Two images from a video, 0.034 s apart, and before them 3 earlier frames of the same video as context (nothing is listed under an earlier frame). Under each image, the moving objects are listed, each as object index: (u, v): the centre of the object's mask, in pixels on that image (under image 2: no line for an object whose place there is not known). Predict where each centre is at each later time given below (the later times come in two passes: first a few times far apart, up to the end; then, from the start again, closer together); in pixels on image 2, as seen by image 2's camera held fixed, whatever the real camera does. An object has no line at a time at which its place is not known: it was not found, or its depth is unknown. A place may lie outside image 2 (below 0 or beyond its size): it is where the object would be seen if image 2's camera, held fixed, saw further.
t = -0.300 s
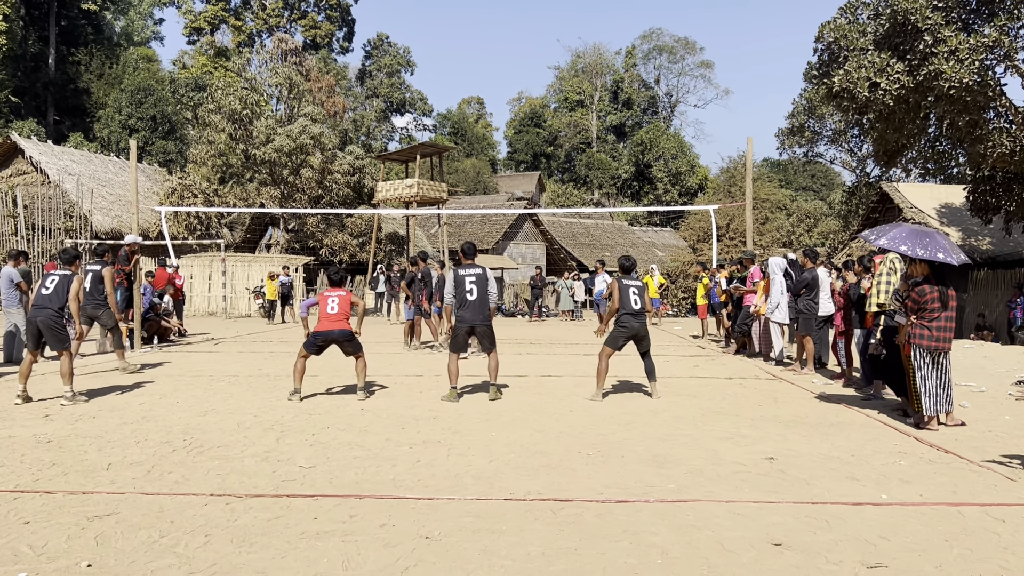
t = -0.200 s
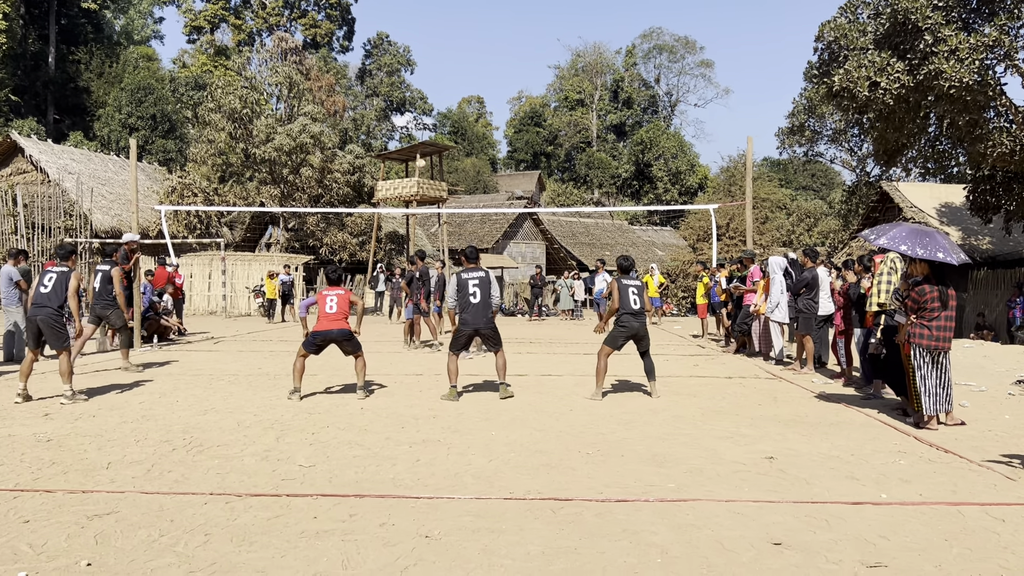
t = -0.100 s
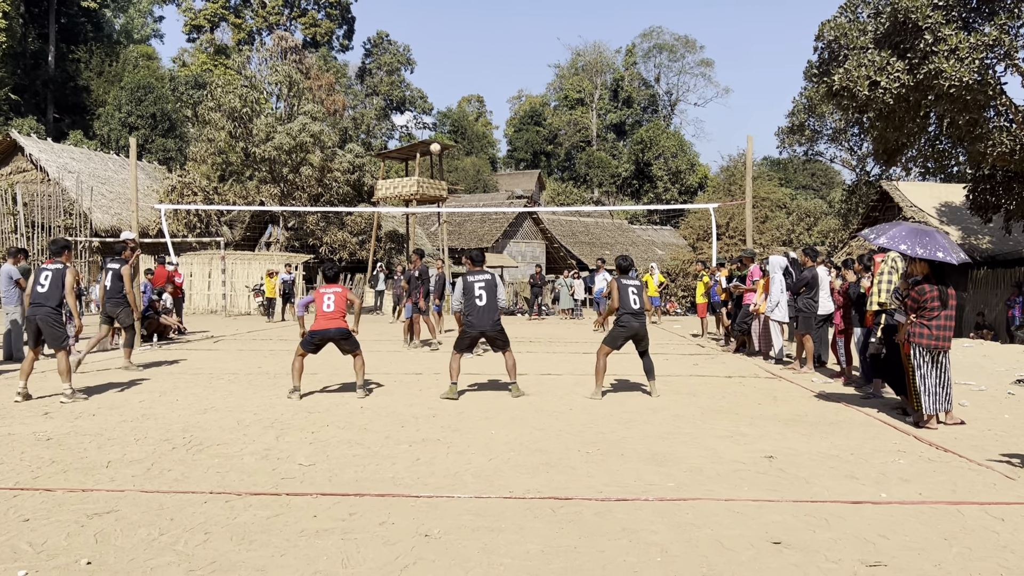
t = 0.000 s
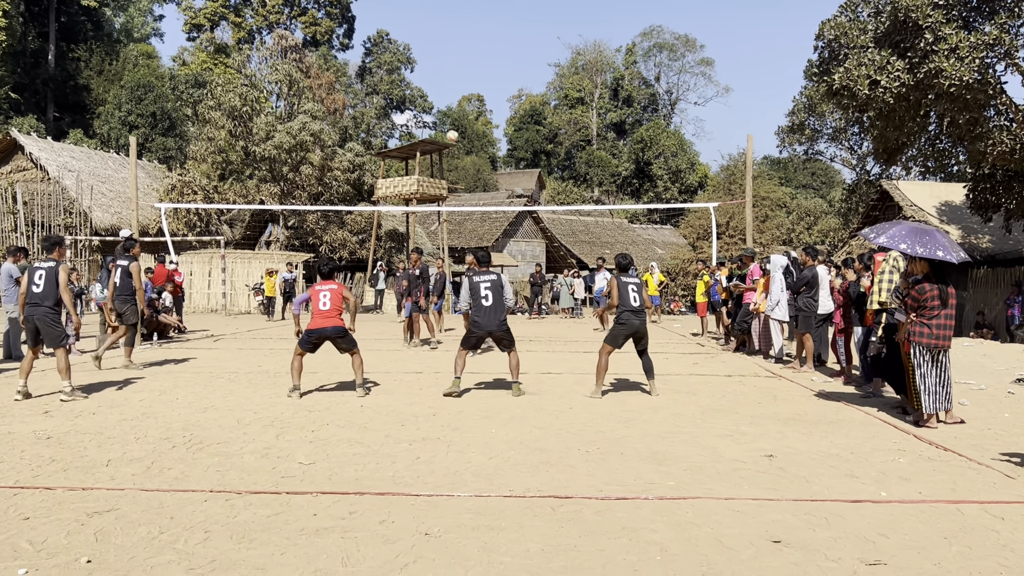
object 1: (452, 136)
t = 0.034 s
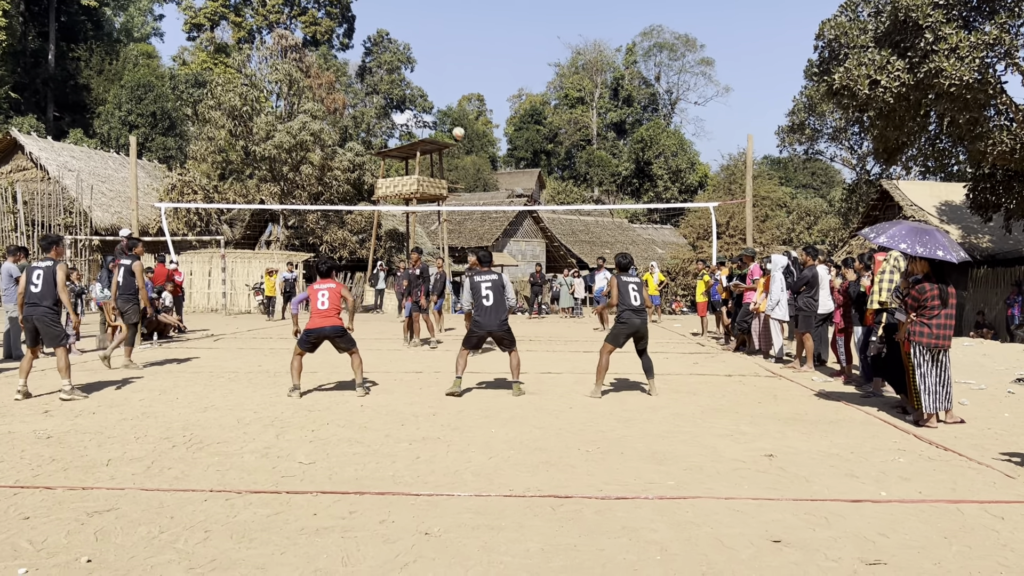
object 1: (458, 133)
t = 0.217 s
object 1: (495, 126)
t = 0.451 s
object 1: (568, 153)
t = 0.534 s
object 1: (604, 177)
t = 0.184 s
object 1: (488, 125)
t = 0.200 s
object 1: (491, 126)
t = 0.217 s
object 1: (495, 126)
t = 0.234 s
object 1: (500, 126)
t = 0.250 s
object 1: (504, 127)
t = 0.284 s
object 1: (512, 128)
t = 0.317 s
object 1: (522, 130)
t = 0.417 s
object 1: (555, 146)
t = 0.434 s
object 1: (561, 149)
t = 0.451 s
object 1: (568, 153)
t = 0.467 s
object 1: (575, 157)
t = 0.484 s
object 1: (581, 161)
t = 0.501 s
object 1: (589, 166)
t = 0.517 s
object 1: (596, 171)
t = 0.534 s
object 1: (604, 177)
